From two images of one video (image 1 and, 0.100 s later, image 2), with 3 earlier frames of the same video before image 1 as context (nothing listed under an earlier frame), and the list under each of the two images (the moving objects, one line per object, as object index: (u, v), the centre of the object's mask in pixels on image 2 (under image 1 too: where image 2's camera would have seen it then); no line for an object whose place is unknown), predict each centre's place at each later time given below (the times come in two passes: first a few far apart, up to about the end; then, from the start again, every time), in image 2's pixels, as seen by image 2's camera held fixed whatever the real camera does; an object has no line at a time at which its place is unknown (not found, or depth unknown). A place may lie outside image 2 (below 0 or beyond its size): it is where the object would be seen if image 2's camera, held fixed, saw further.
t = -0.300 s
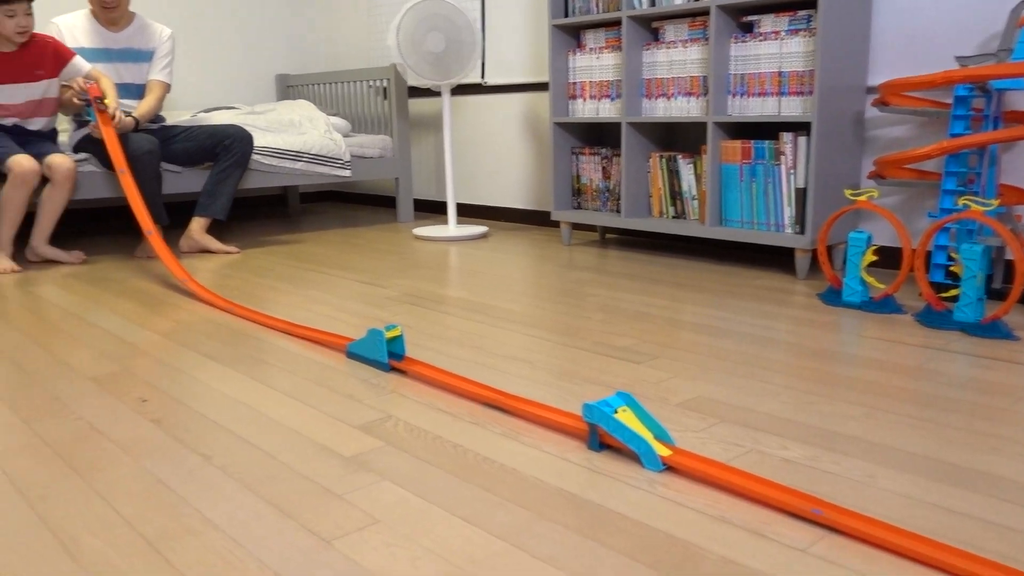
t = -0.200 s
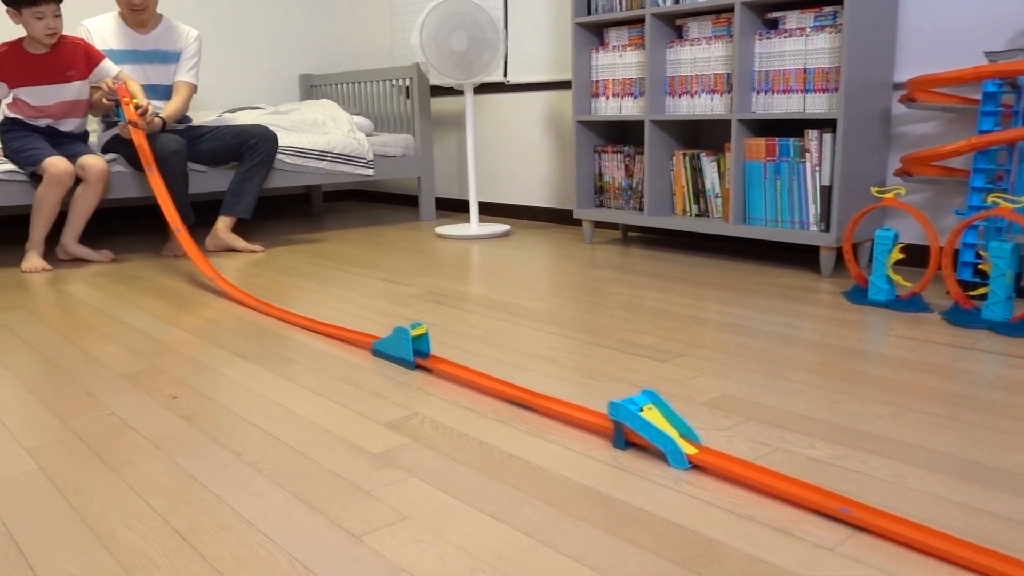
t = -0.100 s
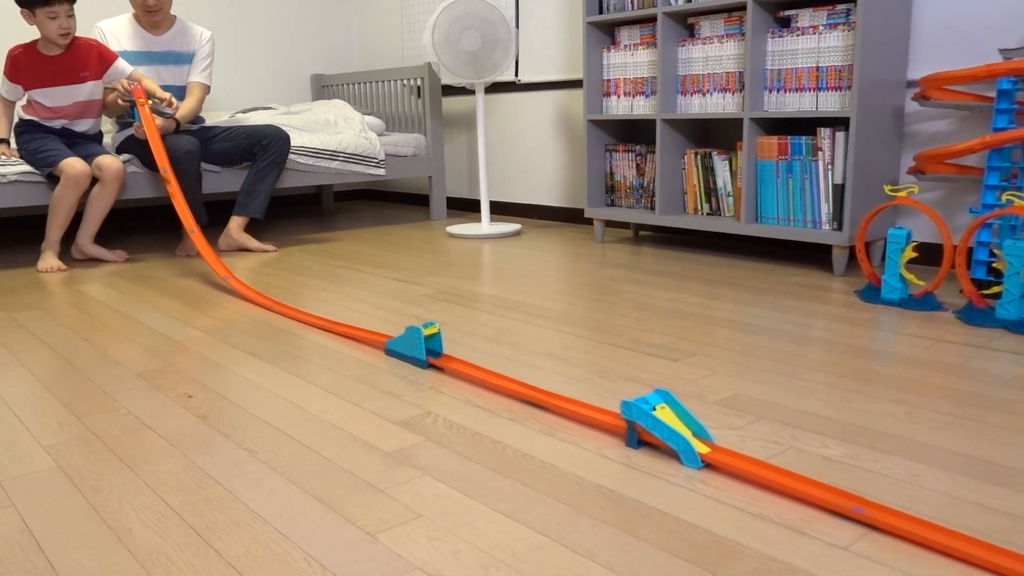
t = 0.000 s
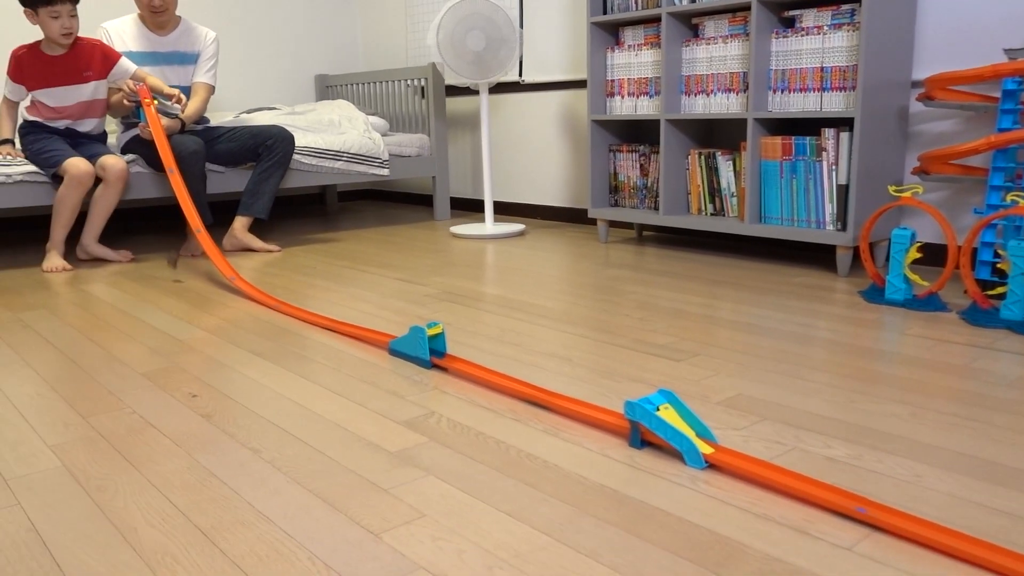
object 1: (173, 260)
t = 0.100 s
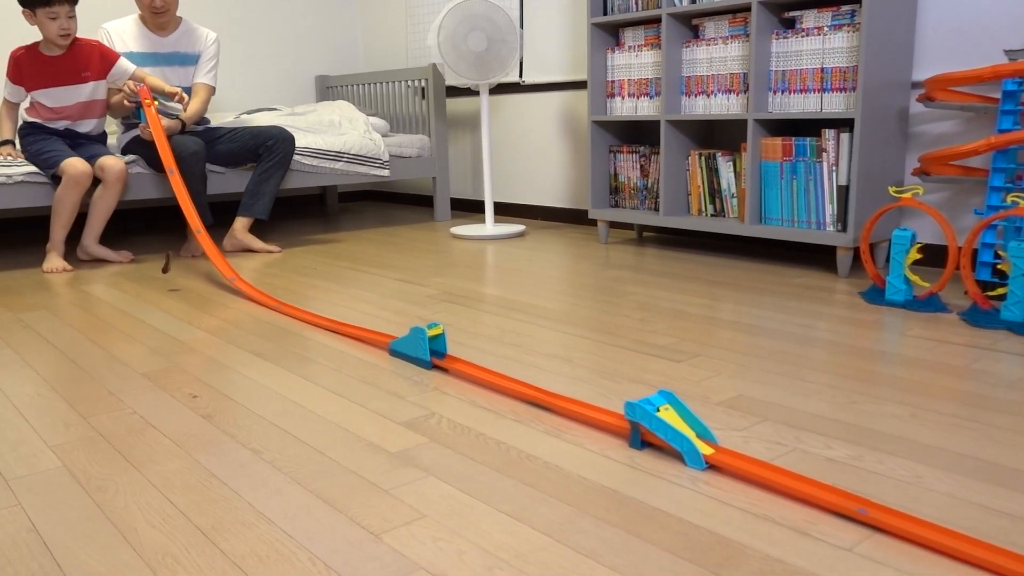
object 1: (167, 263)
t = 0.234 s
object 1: (157, 287)
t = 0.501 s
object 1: (150, 321)
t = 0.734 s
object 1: (159, 339)
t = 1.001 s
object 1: (164, 359)
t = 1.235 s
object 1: (165, 362)
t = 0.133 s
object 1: (164, 263)
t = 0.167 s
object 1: (161, 268)
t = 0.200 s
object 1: (159, 275)
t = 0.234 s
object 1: (157, 287)
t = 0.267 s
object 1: (155, 299)
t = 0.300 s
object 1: (154, 298)
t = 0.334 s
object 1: (153, 297)
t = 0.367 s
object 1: (151, 299)
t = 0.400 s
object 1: (149, 307)
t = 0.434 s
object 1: (148, 309)
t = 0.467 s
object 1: (148, 315)
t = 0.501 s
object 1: (150, 321)
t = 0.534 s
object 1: (150, 323)
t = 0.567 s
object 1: (152, 325)
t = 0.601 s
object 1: (153, 328)
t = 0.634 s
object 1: (154, 330)
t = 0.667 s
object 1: (156, 333)
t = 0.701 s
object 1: (158, 336)
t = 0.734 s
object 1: (159, 339)
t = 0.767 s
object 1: (160, 341)
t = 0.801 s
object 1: (161, 344)
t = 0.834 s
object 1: (162, 347)
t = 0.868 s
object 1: (162, 351)
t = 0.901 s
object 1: (162, 354)
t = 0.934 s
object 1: (163, 355)
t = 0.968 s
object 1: (164, 357)
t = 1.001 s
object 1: (164, 359)
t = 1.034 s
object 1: (165, 360)
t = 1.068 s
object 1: (165, 361)
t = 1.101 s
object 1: (165, 361)
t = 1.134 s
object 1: (165, 362)
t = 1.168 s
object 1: (165, 362)
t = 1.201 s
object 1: (165, 362)
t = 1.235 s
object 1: (165, 362)
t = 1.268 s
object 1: (165, 362)
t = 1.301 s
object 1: (165, 362)
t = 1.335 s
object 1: (165, 362)
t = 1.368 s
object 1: (165, 362)
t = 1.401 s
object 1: (165, 362)
